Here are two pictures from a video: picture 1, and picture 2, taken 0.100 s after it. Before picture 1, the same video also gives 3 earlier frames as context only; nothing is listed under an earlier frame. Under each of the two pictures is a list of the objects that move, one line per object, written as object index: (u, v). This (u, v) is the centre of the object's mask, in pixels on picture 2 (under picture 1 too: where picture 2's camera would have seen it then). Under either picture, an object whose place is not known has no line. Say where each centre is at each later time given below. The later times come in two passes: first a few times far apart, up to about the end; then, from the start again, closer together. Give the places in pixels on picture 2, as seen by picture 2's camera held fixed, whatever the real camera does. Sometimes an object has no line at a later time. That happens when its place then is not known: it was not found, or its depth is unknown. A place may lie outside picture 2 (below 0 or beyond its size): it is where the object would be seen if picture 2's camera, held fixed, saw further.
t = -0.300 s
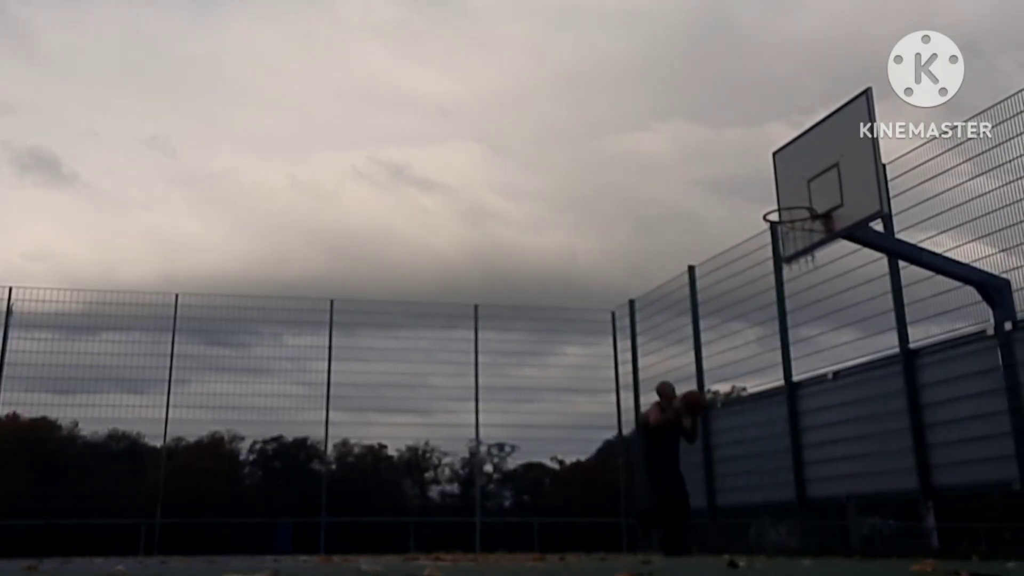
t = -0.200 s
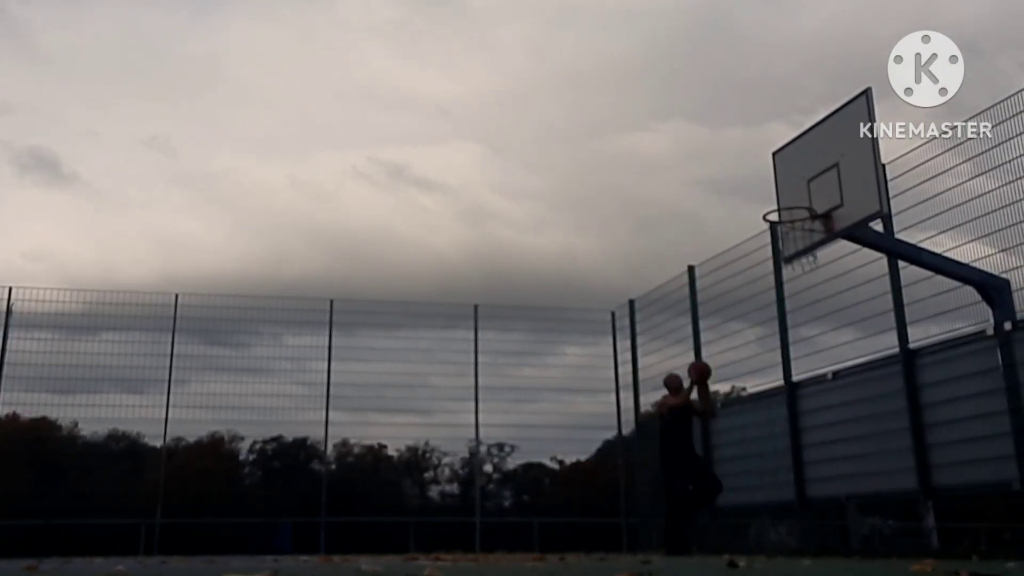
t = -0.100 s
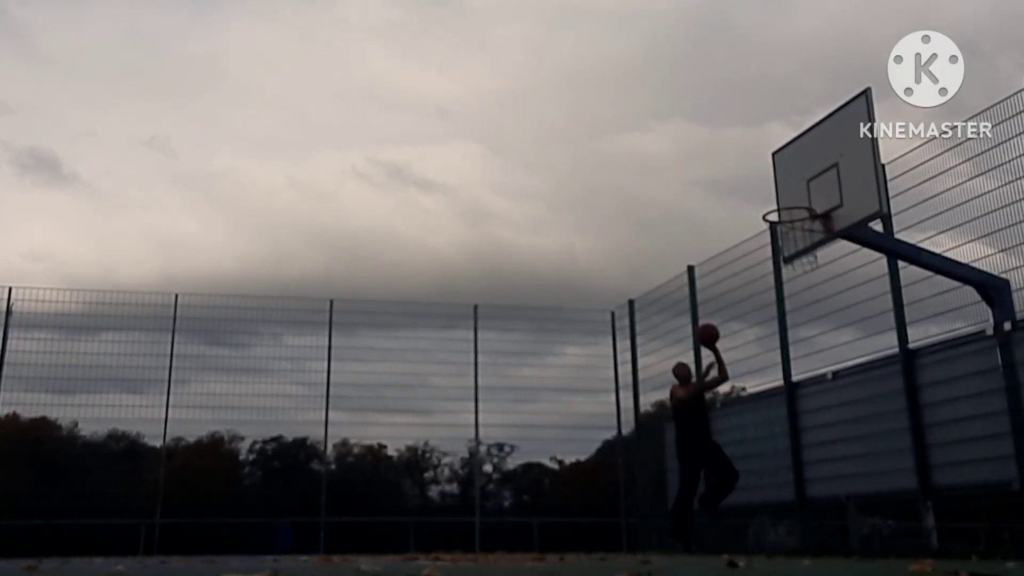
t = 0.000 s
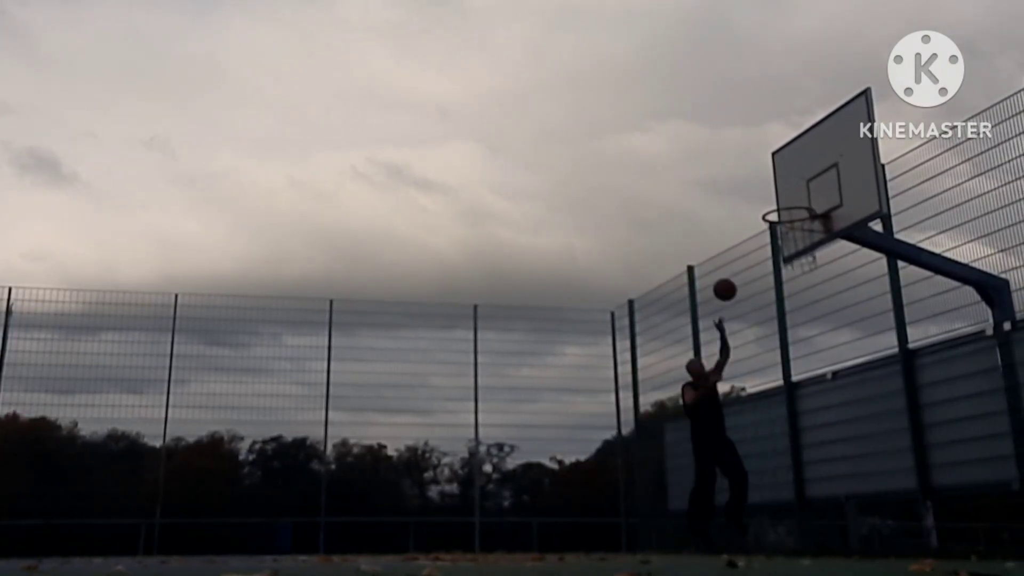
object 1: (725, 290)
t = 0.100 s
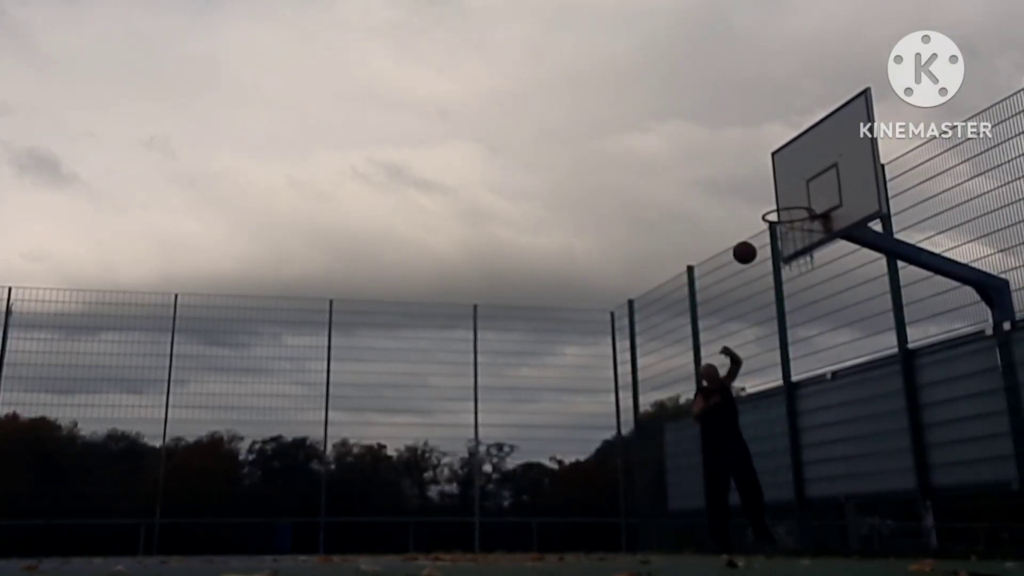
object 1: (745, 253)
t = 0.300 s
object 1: (779, 207)
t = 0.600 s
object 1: (769, 203)
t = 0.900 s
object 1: (757, 208)
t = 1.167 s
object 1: (729, 224)
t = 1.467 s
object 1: (706, 329)
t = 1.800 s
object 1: (686, 522)
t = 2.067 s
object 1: (656, 377)
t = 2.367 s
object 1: (629, 312)
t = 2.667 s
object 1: (611, 340)
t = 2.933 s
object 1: (600, 450)
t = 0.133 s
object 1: (752, 242)
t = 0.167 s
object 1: (758, 233)
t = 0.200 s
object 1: (766, 225)
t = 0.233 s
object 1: (773, 217)
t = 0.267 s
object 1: (782, 212)
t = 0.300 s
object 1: (779, 207)
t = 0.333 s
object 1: (778, 205)
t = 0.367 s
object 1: (777, 203)
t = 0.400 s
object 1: (776, 202)
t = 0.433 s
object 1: (775, 202)
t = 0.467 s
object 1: (774, 204)
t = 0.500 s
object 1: (773, 206)
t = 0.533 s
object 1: (773, 210)
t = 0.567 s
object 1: (771, 207)
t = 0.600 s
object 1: (769, 203)
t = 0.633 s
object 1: (768, 200)
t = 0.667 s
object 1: (766, 197)
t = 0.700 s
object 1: (764, 196)
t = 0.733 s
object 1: (763, 196)
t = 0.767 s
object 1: (762, 197)
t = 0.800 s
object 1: (761, 199)
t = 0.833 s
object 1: (760, 202)
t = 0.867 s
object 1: (759, 207)
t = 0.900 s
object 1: (757, 208)
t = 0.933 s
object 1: (753, 207)
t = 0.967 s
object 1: (749, 206)
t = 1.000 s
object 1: (746, 206)
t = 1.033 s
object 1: (743, 207)
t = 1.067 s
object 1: (739, 210)
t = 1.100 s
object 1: (736, 214)
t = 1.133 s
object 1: (732, 218)
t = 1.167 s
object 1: (729, 224)
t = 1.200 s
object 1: (726, 231)
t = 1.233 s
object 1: (723, 239)
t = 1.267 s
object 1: (720, 248)
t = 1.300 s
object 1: (718, 258)
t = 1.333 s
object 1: (715, 270)
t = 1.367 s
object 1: (712, 283)
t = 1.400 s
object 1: (710, 297)
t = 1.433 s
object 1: (707, 312)
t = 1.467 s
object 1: (706, 329)
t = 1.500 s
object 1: (703, 346)
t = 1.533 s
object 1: (701, 366)
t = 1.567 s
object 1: (699, 387)
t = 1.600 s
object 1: (698, 409)
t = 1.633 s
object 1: (697, 433)
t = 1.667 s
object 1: (695, 458)
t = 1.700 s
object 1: (692, 485)
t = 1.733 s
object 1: (691, 514)
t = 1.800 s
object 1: (686, 522)
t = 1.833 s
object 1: (681, 499)
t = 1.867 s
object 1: (677, 476)
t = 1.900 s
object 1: (673, 457)
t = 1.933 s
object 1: (670, 439)
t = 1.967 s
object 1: (666, 421)
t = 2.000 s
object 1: (663, 405)
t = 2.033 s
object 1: (659, 391)
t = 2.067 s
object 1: (656, 377)
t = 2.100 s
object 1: (653, 365)
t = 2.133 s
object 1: (650, 354)
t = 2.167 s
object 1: (646, 344)
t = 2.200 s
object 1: (644, 336)
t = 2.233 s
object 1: (641, 329)
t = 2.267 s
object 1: (638, 323)
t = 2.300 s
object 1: (634, 318)
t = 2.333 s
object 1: (632, 314)
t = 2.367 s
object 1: (629, 312)
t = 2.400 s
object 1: (627, 310)
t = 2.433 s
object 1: (625, 310)
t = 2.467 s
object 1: (622, 311)
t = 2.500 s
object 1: (621, 313)
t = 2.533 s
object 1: (618, 316)
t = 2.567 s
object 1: (616, 320)
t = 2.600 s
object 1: (615, 326)
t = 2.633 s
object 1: (613, 332)
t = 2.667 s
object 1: (611, 340)
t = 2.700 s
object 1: (609, 350)
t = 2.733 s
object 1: (608, 360)
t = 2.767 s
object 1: (606, 372)
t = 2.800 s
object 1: (605, 385)
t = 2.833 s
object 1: (604, 399)
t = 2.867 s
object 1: (602, 414)
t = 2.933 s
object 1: (600, 450)
